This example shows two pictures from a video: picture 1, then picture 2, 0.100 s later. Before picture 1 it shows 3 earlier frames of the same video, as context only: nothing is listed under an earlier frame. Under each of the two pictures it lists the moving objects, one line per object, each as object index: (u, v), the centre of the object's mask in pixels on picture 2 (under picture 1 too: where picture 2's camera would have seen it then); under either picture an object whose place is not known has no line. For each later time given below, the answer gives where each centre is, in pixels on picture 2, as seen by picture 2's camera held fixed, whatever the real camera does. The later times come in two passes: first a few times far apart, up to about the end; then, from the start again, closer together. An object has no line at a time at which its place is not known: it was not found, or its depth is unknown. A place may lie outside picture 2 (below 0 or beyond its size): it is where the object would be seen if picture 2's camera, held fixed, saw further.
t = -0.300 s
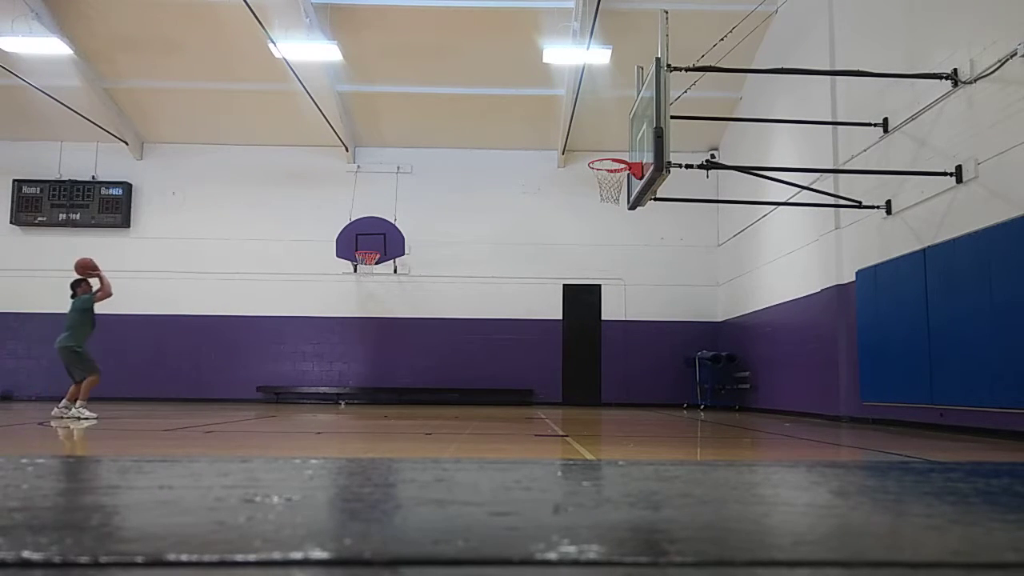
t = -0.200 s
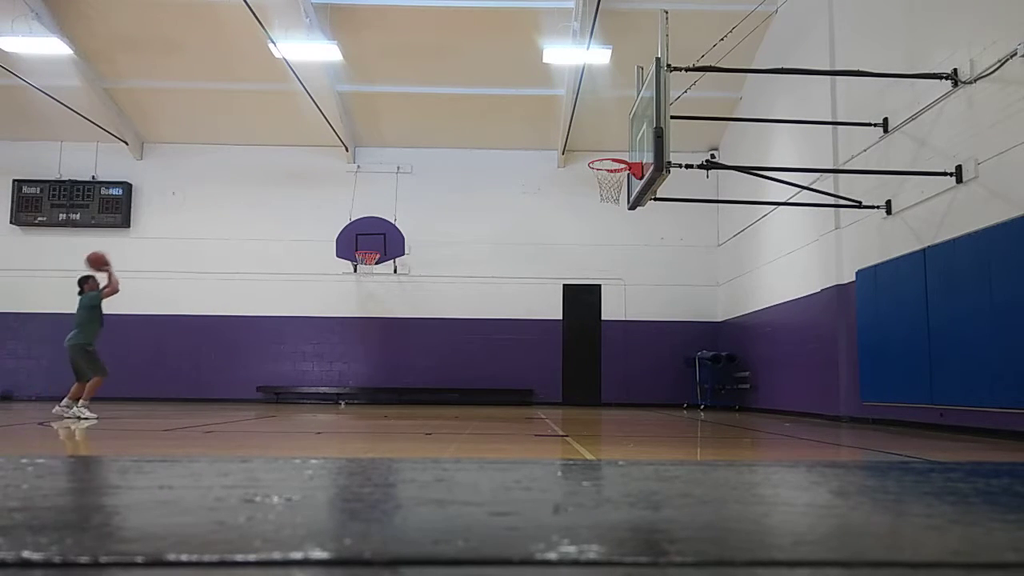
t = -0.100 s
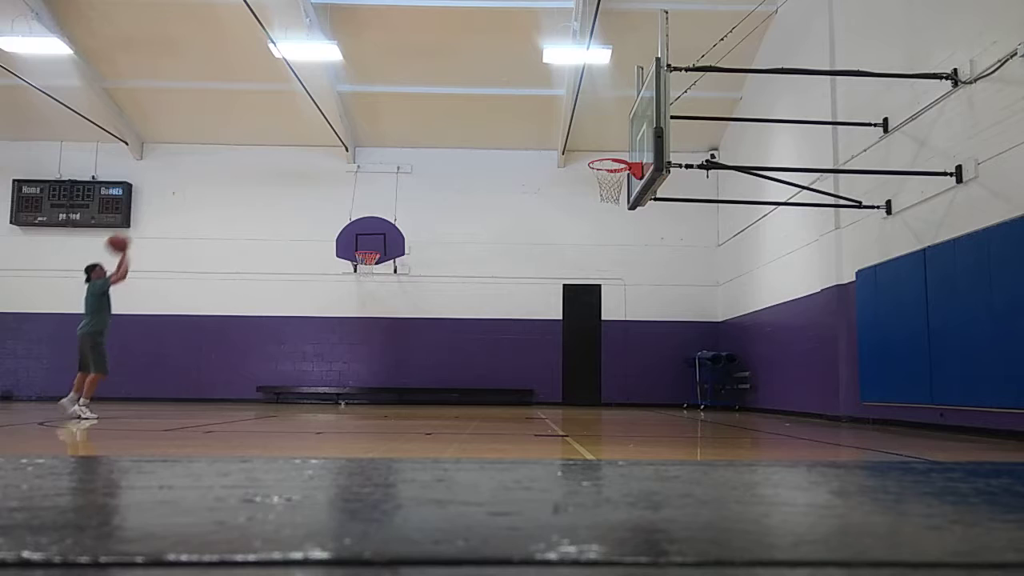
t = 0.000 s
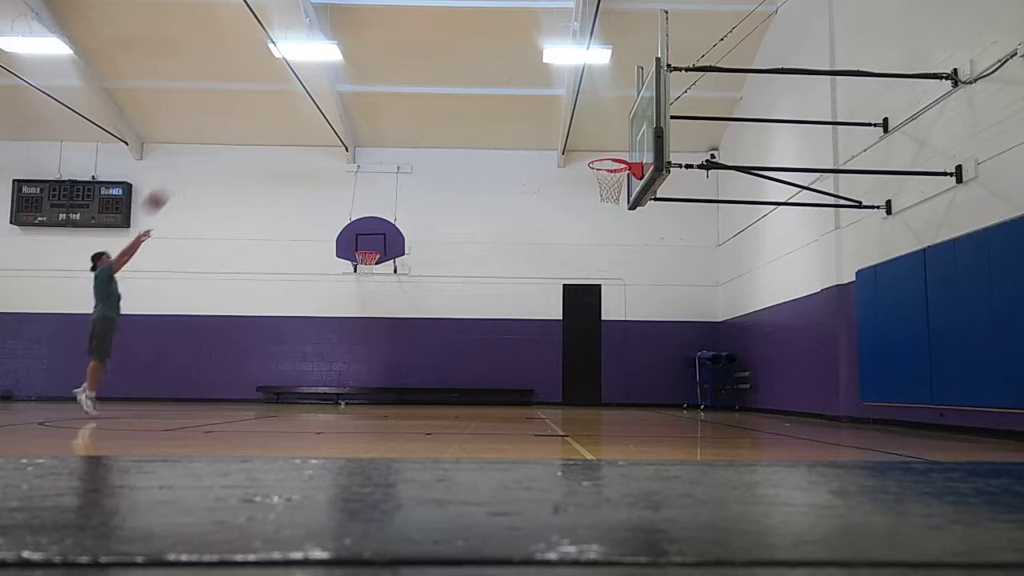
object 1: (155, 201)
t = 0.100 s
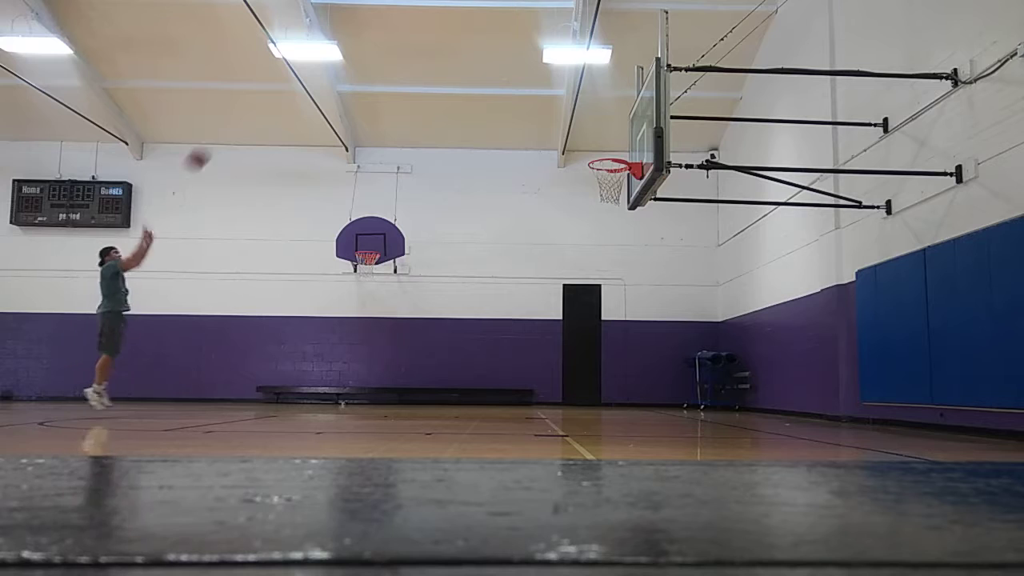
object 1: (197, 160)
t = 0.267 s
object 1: (268, 106)
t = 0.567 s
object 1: (388, 63)
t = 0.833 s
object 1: (492, 81)
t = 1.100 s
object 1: (597, 153)
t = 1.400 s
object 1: (625, 203)
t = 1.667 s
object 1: (624, 279)
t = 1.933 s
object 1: (622, 413)
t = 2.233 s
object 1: (585, 292)
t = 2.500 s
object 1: (552, 249)
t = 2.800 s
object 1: (513, 282)
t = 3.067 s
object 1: (476, 389)
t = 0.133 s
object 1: (212, 146)
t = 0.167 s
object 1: (226, 135)
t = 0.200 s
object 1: (241, 124)
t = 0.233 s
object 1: (254, 115)
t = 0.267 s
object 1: (268, 106)
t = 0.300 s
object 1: (281, 98)
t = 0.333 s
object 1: (292, 92)
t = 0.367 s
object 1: (309, 84)
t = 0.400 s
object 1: (323, 78)
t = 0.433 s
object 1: (336, 73)
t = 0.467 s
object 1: (350, 69)
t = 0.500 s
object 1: (361, 66)
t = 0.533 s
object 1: (374, 64)
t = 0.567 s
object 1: (388, 63)
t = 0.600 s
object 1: (401, 62)
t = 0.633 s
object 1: (414, 62)
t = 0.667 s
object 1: (427, 63)
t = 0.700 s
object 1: (440, 65)
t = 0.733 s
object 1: (453, 68)
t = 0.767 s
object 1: (467, 71)
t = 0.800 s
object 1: (479, 76)
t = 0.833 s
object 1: (492, 81)
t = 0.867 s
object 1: (506, 88)
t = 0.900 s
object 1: (519, 95)
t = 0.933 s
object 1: (532, 103)
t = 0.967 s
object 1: (545, 112)
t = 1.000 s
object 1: (557, 121)
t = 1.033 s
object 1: (573, 133)
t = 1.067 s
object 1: (585, 144)
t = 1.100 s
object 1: (597, 153)
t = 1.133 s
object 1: (611, 169)
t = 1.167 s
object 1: (620, 181)
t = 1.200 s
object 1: (625, 184)
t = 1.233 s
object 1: (627, 186)
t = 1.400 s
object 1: (625, 203)
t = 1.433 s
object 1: (625, 209)
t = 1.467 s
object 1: (626, 216)
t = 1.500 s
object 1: (625, 224)
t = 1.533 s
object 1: (625, 233)
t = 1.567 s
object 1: (625, 243)
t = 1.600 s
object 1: (625, 254)
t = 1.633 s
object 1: (624, 267)
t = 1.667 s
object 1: (624, 279)
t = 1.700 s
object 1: (624, 294)
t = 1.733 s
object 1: (624, 310)
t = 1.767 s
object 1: (622, 329)
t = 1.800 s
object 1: (622, 345)
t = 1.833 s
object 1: (622, 364)
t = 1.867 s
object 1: (621, 386)
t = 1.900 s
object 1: (623, 410)
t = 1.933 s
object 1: (622, 413)
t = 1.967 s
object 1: (615, 395)
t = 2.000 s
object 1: (611, 378)
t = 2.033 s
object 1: (606, 362)
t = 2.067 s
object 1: (603, 347)
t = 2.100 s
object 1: (599, 334)
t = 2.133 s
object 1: (596, 322)
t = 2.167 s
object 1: (592, 310)
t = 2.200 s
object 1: (588, 300)
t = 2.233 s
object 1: (585, 292)
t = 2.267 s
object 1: (581, 283)
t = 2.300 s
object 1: (576, 273)
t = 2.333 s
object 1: (573, 267)
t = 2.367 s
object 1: (568, 261)
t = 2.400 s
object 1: (565, 257)
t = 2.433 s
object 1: (561, 253)
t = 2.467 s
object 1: (556, 251)
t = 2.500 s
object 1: (552, 249)
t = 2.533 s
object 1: (548, 248)
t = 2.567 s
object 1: (544, 249)
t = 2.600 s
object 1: (539, 250)
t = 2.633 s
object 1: (536, 253)
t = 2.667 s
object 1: (531, 256)
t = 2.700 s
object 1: (527, 261)
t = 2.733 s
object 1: (523, 267)
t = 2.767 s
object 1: (518, 274)
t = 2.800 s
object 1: (513, 282)
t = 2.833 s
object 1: (509, 291)
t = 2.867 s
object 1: (505, 301)
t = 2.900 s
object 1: (500, 312)
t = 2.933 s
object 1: (495, 325)
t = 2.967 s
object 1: (490, 338)
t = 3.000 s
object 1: (486, 354)
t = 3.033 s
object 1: (480, 370)
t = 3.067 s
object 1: (476, 389)
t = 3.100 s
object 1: (473, 406)
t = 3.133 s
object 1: (469, 415)
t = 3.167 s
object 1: (465, 400)
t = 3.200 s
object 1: (462, 388)
